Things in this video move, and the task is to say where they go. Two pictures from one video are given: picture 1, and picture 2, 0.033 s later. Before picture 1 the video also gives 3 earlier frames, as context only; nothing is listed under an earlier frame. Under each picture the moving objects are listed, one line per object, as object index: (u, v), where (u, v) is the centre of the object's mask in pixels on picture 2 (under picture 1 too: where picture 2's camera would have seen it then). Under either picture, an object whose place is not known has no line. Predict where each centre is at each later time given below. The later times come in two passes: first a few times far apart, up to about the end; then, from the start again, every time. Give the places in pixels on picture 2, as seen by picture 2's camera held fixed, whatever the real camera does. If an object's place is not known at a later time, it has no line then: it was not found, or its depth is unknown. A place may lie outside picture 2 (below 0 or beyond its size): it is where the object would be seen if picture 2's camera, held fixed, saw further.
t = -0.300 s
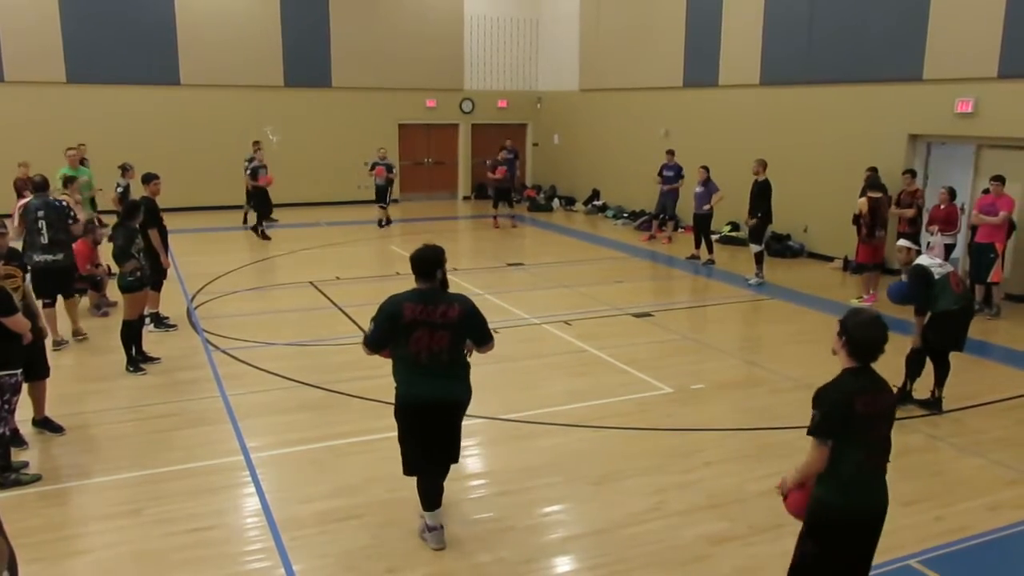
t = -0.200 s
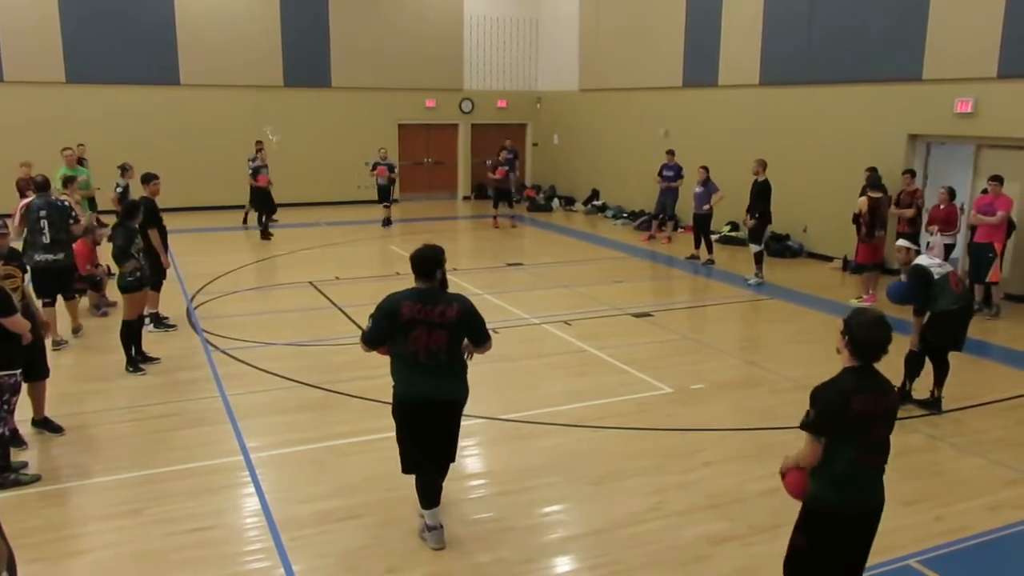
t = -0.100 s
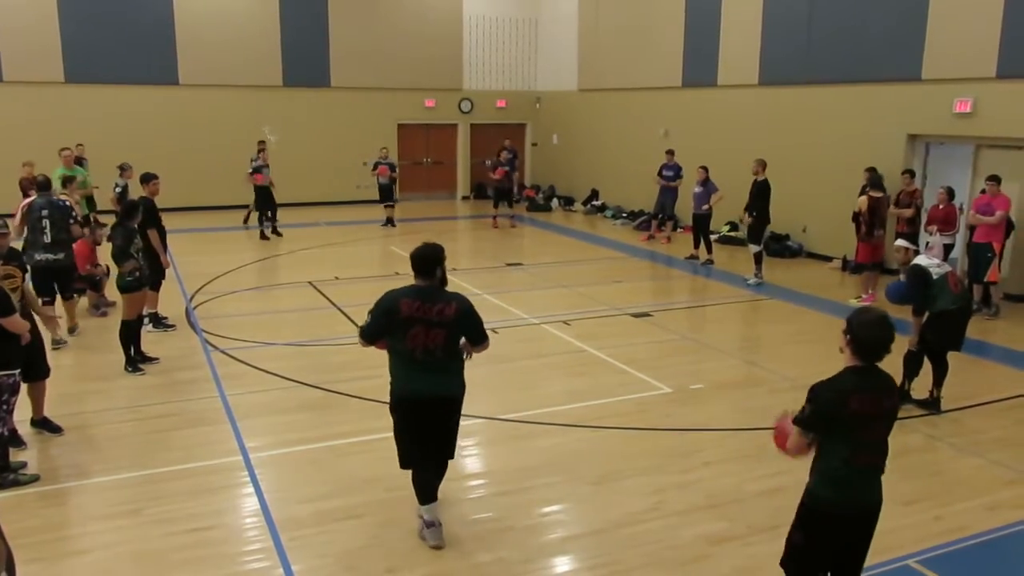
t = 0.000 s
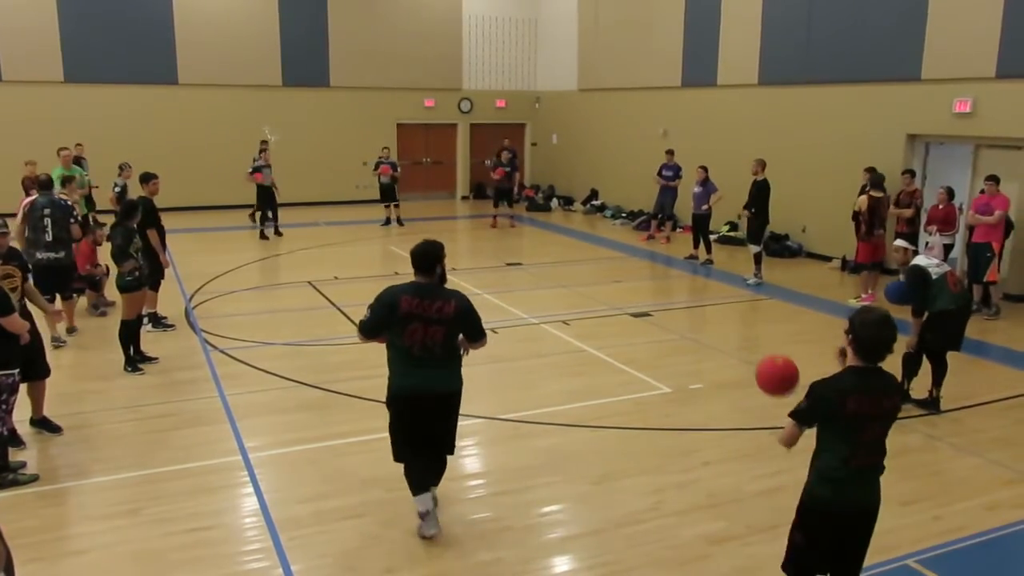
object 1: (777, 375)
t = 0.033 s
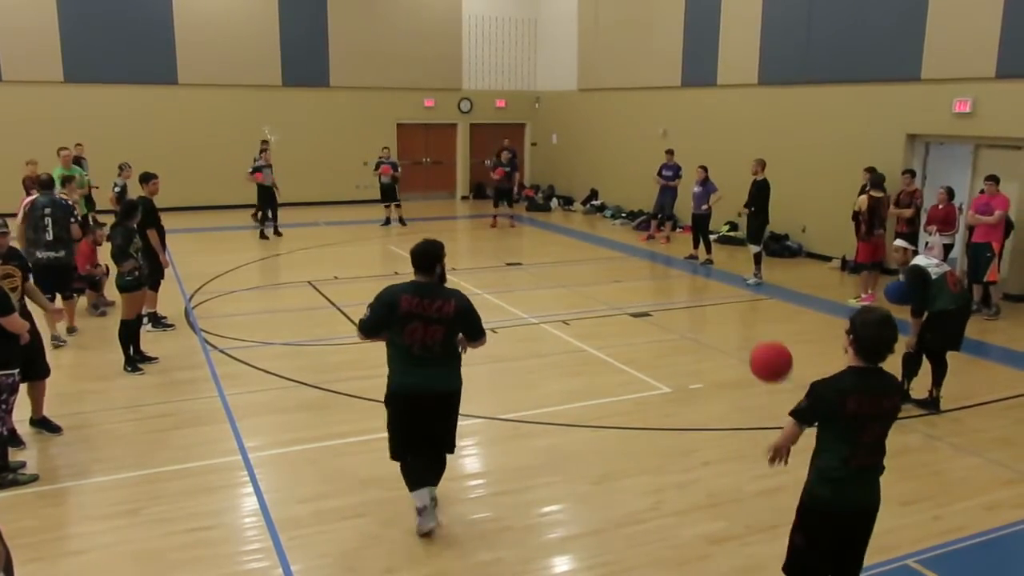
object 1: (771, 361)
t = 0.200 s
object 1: (742, 325)
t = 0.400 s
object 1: (710, 343)
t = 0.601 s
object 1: (679, 411)
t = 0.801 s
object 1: (666, 426)
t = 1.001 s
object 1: (671, 372)
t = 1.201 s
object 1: (673, 368)
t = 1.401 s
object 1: (672, 416)
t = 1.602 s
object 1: (673, 429)
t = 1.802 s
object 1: (677, 391)
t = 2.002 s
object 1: (677, 404)
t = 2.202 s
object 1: (678, 445)
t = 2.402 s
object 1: (683, 406)
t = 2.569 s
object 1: (685, 411)
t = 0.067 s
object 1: (764, 350)
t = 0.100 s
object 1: (759, 340)
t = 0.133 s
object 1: (753, 333)
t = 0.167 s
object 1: (748, 329)
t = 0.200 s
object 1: (742, 325)
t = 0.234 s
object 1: (736, 324)
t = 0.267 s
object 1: (730, 325)
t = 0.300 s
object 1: (725, 327)
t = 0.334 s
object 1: (720, 331)
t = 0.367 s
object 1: (714, 336)
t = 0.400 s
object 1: (710, 343)
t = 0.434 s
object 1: (705, 351)
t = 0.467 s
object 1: (699, 360)
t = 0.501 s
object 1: (694, 372)
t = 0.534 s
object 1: (689, 384)
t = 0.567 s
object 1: (684, 397)
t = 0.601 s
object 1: (679, 411)
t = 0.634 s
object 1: (674, 425)
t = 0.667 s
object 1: (669, 442)
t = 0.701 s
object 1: (665, 457)
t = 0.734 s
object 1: (664, 455)
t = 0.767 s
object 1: (665, 440)
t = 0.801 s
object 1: (666, 426)
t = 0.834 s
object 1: (667, 414)
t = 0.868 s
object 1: (668, 403)
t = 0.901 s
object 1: (669, 392)
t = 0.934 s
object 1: (669, 384)
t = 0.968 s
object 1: (670, 377)
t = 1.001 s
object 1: (671, 372)
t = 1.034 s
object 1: (671, 367)
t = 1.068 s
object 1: (672, 365)
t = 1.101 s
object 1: (672, 364)
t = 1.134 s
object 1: (672, 364)
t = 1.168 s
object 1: (673, 365)
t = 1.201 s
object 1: (673, 368)
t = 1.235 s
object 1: (673, 373)
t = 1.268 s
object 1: (673, 378)
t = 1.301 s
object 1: (673, 386)
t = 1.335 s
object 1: (673, 394)
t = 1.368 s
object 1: (673, 404)
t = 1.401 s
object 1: (672, 416)
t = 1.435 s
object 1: (672, 428)
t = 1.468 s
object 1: (672, 442)
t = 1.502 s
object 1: (672, 459)
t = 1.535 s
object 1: (672, 452)
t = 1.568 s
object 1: (673, 440)
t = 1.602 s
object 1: (673, 429)
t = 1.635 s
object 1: (674, 419)
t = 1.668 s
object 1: (675, 411)
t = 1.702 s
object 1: (676, 404)
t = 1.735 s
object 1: (676, 399)
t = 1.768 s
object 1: (677, 394)
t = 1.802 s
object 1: (677, 391)
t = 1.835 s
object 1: (677, 390)
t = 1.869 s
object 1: (677, 390)
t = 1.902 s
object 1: (678, 391)
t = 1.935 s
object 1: (678, 394)
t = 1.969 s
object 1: (678, 398)
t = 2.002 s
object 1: (677, 404)
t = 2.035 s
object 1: (678, 411)
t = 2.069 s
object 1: (678, 419)
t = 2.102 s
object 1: (677, 428)
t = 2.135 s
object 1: (677, 440)
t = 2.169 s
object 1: (677, 452)
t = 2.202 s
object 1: (678, 445)
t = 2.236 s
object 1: (679, 434)
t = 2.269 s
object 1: (679, 427)
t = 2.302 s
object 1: (680, 419)
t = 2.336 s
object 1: (681, 413)
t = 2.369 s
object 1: (682, 409)
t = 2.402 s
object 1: (683, 406)
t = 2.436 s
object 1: (683, 404)
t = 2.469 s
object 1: (683, 404)
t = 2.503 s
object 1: (684, 404)
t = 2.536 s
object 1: (684, 407)
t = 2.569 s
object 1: (685, 411)
